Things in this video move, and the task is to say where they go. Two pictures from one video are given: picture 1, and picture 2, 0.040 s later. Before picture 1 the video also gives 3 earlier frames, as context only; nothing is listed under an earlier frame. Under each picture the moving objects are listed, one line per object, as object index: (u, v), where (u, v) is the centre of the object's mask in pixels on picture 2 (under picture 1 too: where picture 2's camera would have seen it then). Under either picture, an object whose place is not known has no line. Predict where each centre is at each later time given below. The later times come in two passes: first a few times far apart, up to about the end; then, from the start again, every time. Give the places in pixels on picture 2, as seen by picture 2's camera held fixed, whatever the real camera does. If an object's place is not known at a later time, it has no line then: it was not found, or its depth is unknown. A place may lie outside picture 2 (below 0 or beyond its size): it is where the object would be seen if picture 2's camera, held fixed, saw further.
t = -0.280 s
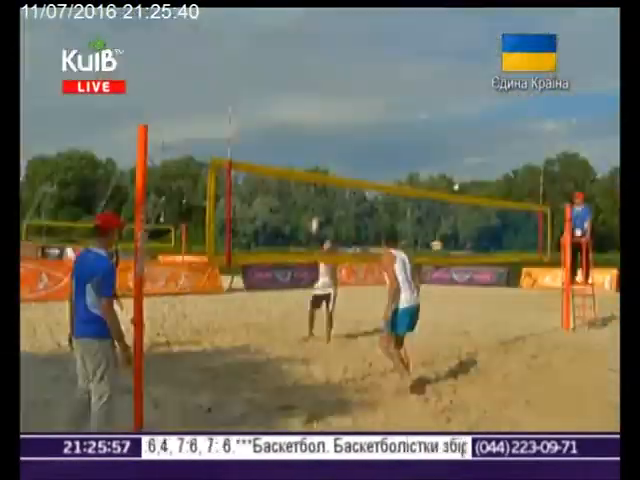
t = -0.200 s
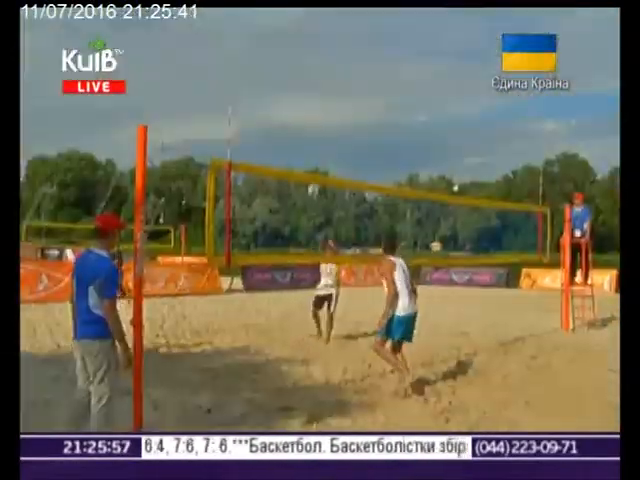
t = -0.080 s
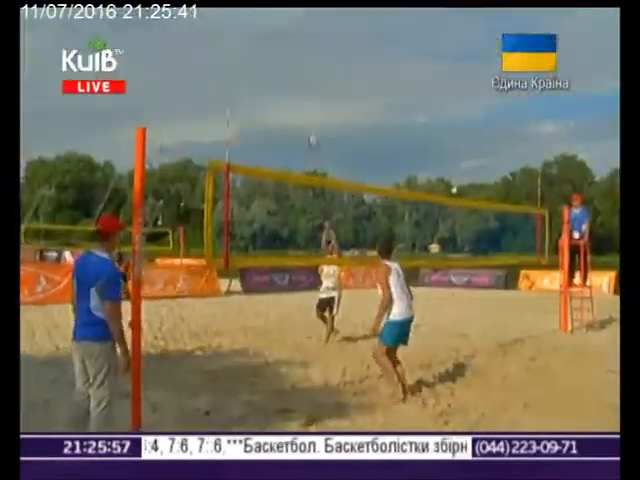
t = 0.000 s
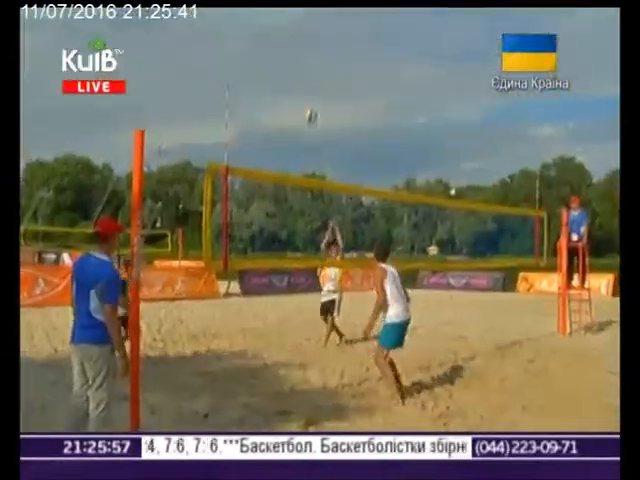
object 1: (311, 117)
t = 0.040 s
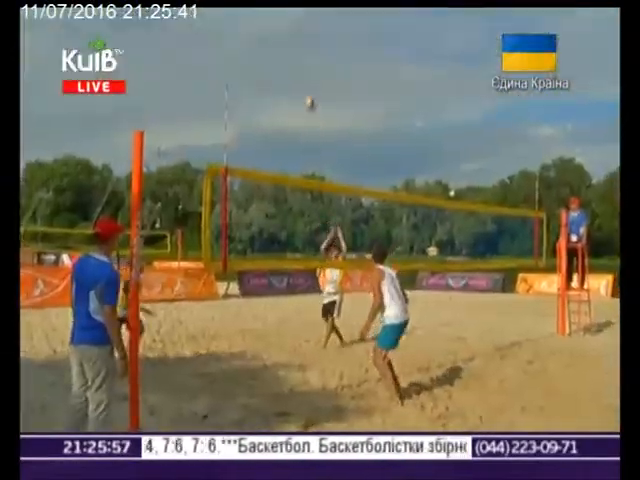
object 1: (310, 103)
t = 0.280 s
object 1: (309, 45)
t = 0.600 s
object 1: (308, 15)
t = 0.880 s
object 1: (303, 45)
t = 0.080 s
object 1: (310, 91)
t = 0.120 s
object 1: (311, 80)
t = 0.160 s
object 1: (310, 70)
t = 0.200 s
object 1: (310, 61)
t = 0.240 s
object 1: (311, 53)
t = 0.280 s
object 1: (309, 45)
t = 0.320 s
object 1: (308, 37)
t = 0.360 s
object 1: (308, 31)
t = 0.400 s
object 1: (308, 27)
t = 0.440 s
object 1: (307, 22)
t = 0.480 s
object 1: (307, 19)
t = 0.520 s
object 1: (307, 17)
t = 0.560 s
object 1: (307, 16)
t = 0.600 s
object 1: (308, 15)
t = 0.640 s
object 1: (306, 15)
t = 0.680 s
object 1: (305, 17)
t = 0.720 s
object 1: (305, 22)
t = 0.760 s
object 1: (304, 26)
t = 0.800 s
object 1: (304, 31)
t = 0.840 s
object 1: (303, 37)
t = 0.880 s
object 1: (303, 45)
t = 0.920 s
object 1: (302, 54)
